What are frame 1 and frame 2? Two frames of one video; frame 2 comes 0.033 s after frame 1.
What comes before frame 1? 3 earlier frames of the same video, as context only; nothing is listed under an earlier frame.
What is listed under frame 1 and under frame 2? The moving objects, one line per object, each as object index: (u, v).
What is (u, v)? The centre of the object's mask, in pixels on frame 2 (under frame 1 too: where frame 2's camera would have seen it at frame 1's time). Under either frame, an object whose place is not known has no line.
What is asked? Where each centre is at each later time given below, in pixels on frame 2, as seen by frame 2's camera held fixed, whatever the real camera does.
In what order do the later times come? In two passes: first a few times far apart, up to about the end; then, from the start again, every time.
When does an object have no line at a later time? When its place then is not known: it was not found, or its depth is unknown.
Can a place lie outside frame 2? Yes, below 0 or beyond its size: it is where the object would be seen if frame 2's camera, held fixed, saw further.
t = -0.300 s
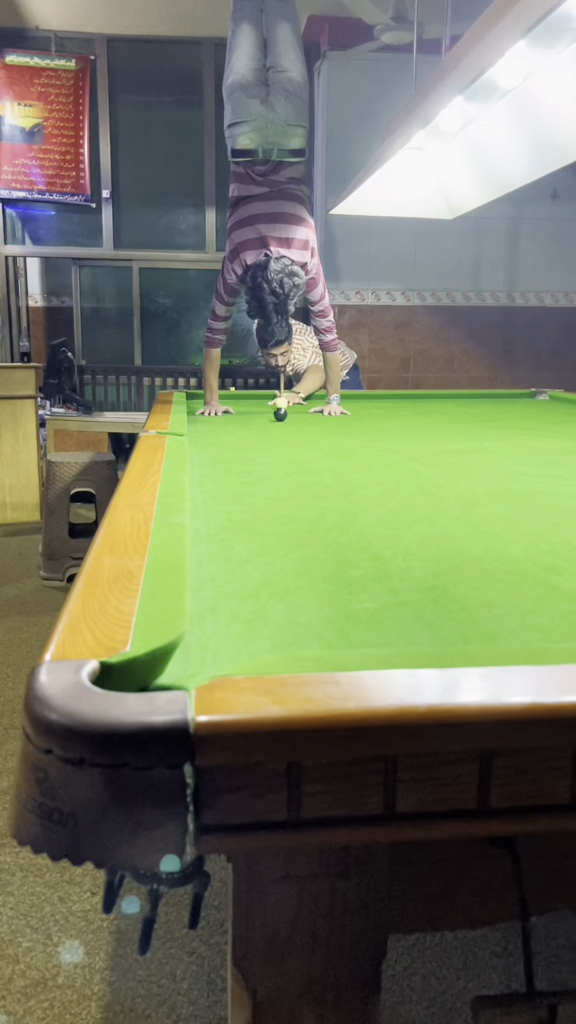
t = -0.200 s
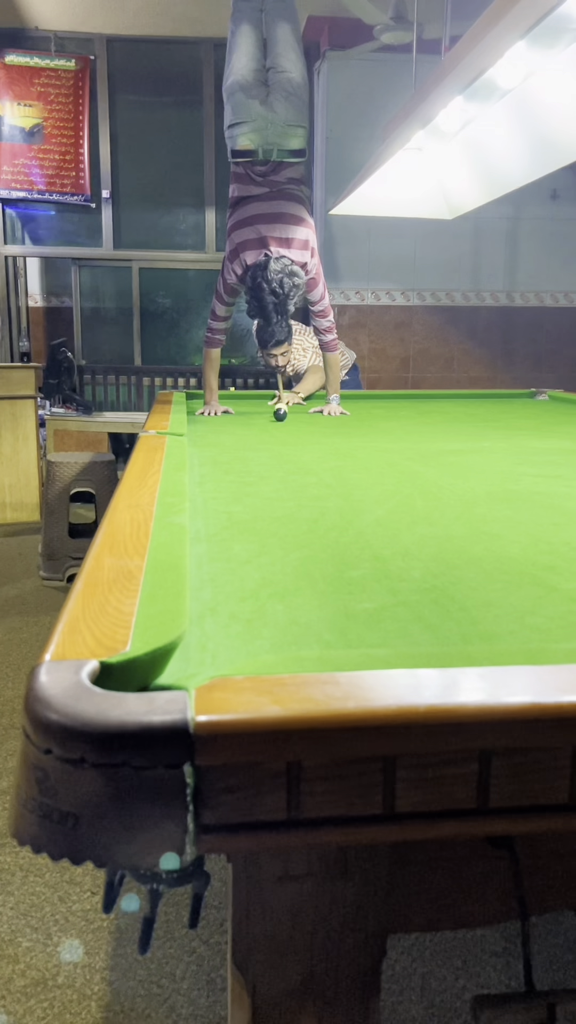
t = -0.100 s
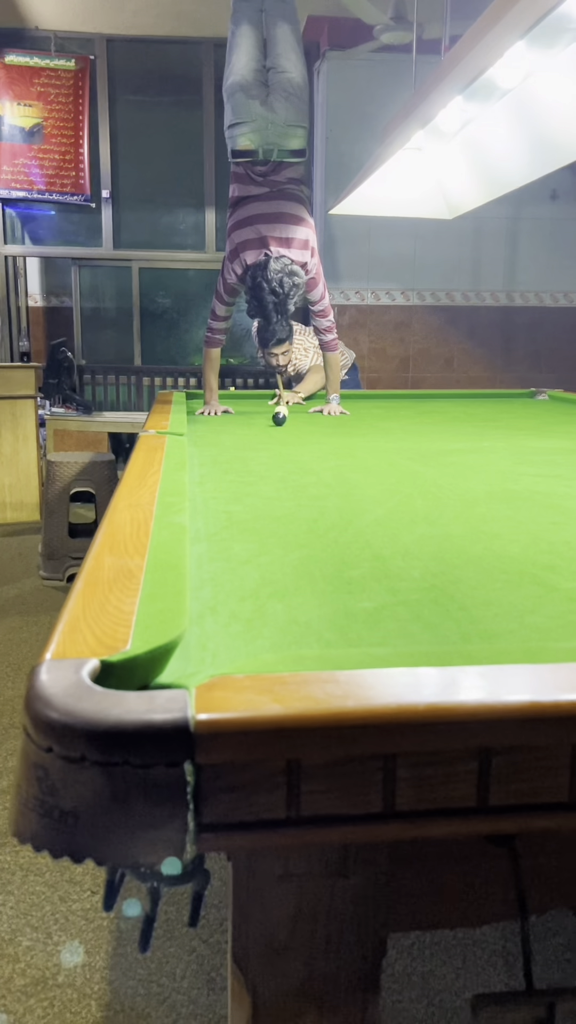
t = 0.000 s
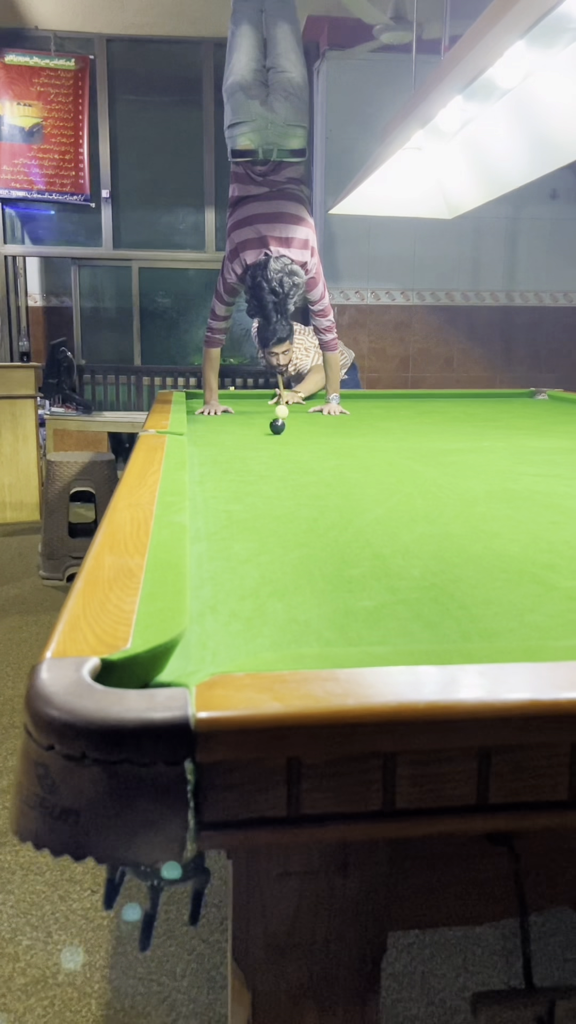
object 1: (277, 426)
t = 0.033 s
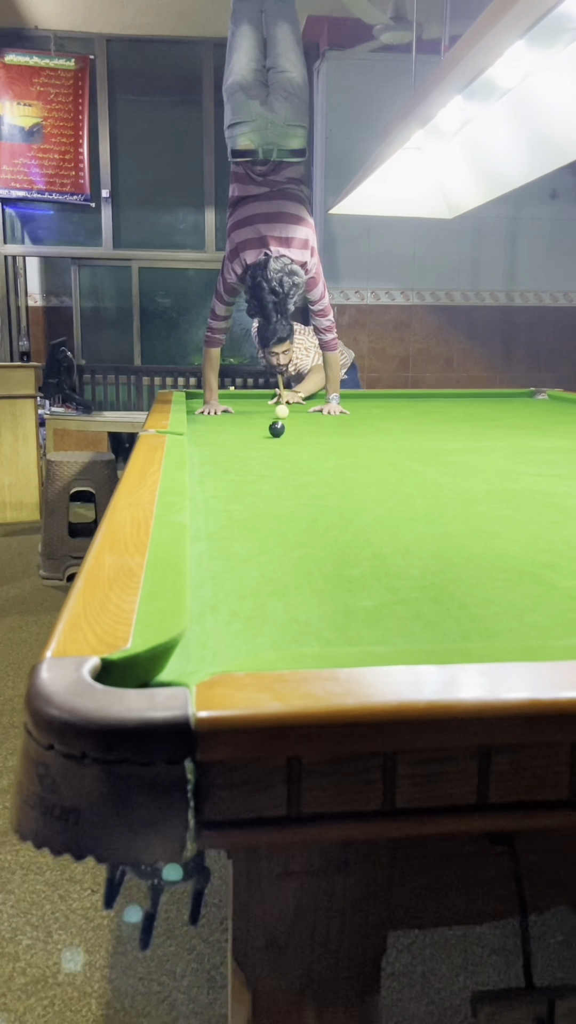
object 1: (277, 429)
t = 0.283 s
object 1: (272, 453)
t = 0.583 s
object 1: (261, 502)
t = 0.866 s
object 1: (239, 606)
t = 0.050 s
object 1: (276, 430)
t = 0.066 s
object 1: (276, 432)
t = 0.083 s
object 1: (276, 433)
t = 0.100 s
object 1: (275, 435)
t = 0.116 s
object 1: (275, 436)
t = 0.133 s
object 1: (275, 438)
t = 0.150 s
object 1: (274, 439)
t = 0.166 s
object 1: (274, 441)
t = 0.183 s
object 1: (274, 443)
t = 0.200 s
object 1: (273, 444)
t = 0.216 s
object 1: (273, 446)
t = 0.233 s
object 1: (273, 448)
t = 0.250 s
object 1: (272, 450)
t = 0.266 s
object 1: (272, 451)
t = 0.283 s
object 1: (272, 453)
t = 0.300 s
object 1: (271, 455)
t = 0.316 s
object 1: (271, 457)
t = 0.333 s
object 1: (270, 460)
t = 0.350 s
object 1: (270, 462)
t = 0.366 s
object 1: (269, 464)
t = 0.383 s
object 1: (269, 466)
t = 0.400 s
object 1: (268, 469)
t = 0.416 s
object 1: (268, 471)
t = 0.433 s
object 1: (267, 474)
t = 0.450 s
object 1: (267, 477)
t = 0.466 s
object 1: (266, 479)
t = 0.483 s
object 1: (266, 482)
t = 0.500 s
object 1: (265, 485)
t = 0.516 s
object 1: (264, 488)
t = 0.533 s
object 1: (264, 492)
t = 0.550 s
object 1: (263, 495)
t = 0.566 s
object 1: (262, 499)
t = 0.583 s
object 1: (261, 502)
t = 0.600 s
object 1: (260, 506)
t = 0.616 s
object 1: (260, 510)
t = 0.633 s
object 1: (259, 514)
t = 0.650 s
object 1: (258, 519)
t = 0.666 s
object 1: (257, 524)
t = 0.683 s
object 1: (256, 528)
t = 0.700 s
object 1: (255, 534)
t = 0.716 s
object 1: (254, 539)
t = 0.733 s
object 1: (252, 545)
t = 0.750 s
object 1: (251, 551)
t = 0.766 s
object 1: (250, 557)
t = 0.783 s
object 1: (248, 564)
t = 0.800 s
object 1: (247, 572)
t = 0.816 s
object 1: (245, 579)
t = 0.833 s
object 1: (243, 587)
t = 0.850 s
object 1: (241, 596)
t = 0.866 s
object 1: (239, 606)
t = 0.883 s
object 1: (237, 616)
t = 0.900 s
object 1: (235, 627)
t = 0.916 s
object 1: (232, 636)
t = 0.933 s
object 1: (228, 644)
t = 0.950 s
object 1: (223, 651)
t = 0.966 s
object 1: (204, 656)
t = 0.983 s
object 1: (178, 661)
